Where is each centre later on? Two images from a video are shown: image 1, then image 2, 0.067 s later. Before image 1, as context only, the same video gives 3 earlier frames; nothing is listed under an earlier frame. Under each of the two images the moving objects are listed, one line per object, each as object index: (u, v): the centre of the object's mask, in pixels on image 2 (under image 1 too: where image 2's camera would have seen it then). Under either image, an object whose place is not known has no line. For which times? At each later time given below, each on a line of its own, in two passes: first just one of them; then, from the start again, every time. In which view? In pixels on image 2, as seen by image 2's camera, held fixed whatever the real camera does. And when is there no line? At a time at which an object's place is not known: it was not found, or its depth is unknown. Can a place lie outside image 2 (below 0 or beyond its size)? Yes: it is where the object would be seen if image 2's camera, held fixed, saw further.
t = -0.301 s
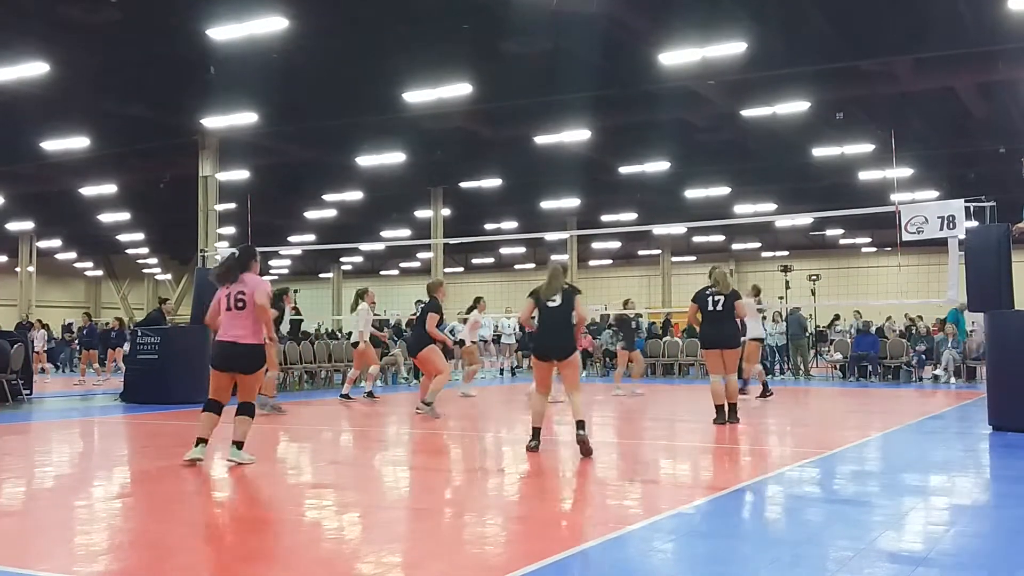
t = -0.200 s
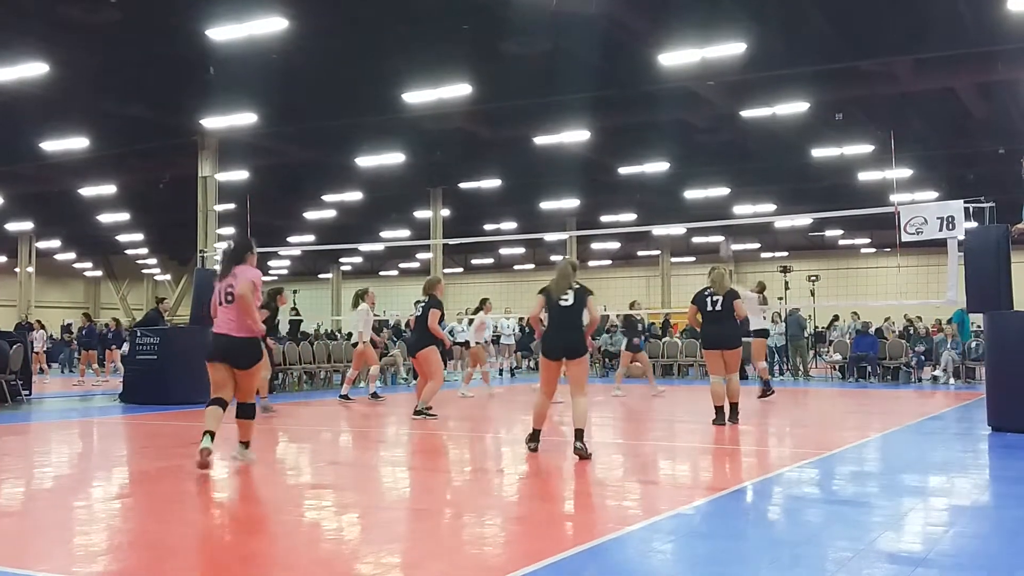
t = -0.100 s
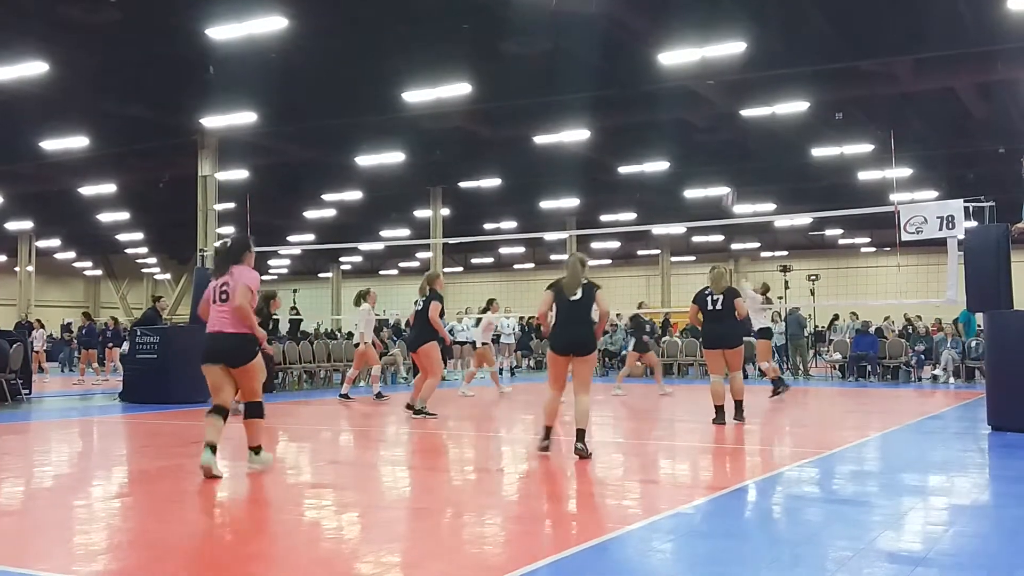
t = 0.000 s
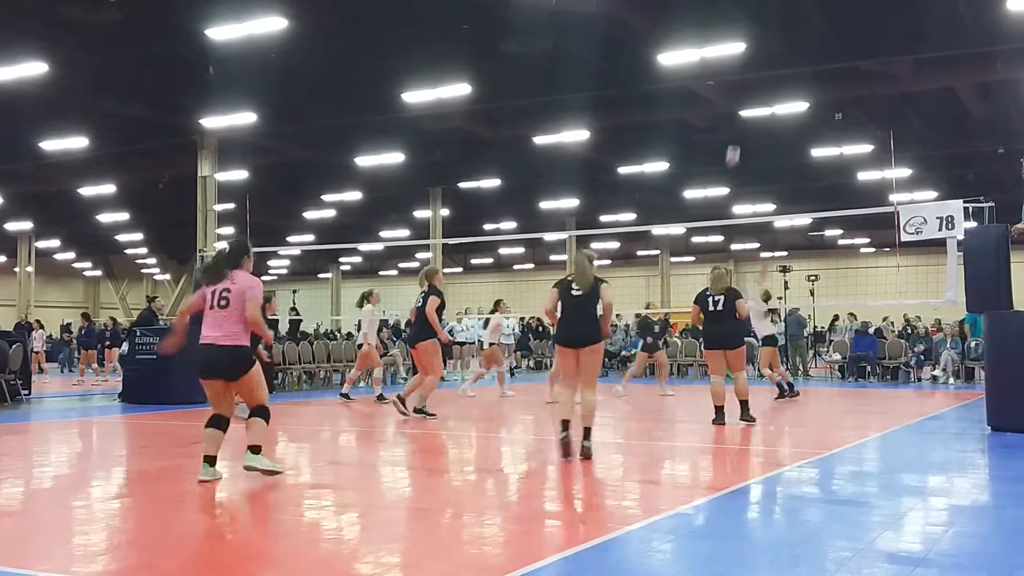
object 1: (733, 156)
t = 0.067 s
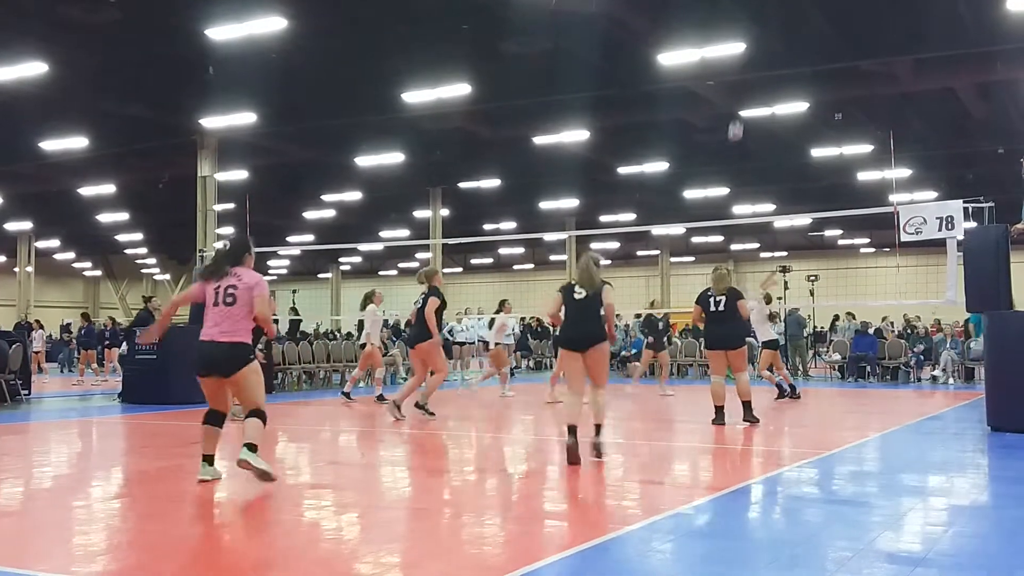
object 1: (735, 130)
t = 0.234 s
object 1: (742, 80)
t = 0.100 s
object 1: (736, 120)
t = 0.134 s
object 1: (737, 108)
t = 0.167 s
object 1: (740, 98)
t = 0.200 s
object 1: (741, 89)
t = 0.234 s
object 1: (742, 80)
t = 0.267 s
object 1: (744, 72)
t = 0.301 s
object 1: (745, 64)
